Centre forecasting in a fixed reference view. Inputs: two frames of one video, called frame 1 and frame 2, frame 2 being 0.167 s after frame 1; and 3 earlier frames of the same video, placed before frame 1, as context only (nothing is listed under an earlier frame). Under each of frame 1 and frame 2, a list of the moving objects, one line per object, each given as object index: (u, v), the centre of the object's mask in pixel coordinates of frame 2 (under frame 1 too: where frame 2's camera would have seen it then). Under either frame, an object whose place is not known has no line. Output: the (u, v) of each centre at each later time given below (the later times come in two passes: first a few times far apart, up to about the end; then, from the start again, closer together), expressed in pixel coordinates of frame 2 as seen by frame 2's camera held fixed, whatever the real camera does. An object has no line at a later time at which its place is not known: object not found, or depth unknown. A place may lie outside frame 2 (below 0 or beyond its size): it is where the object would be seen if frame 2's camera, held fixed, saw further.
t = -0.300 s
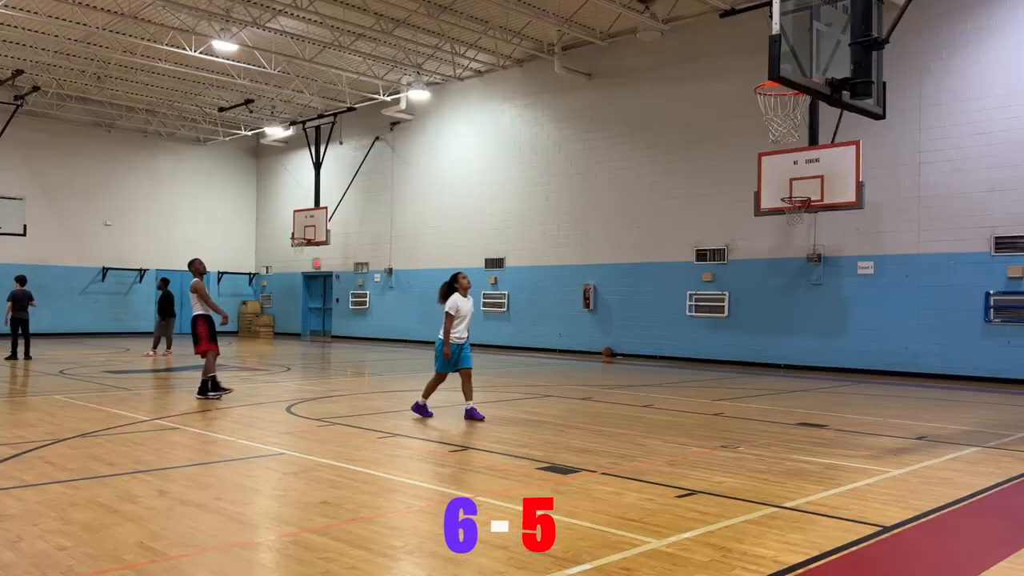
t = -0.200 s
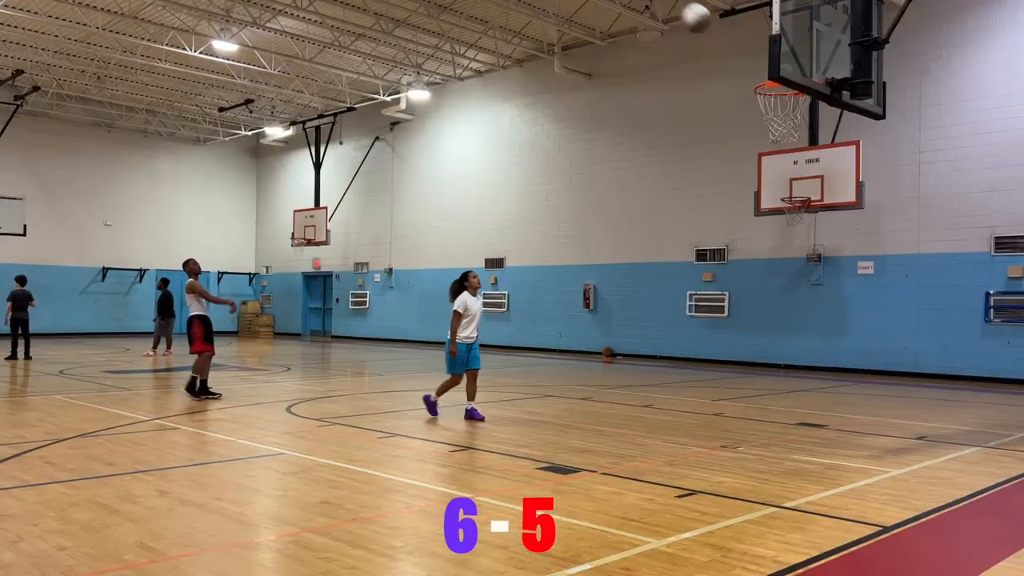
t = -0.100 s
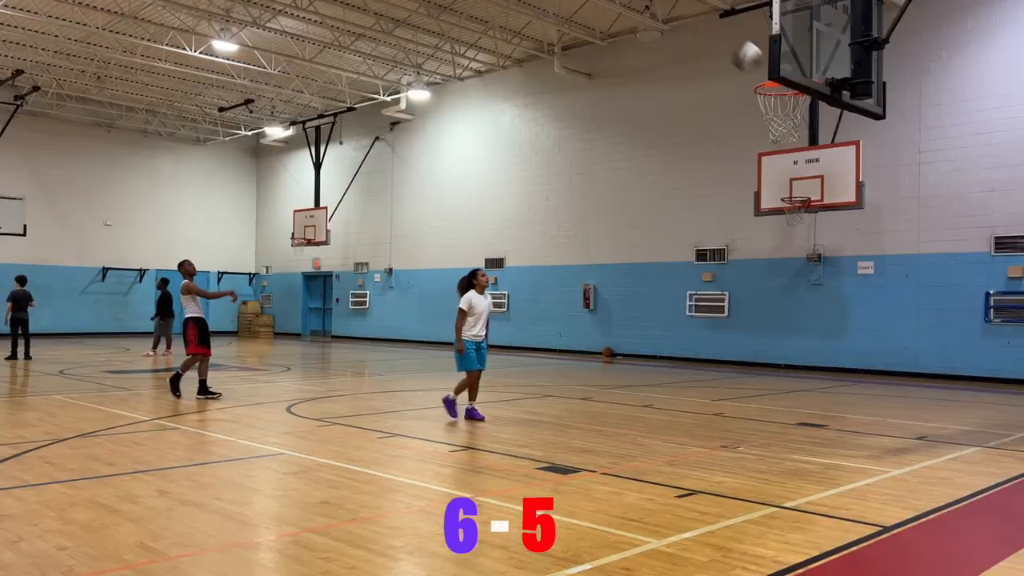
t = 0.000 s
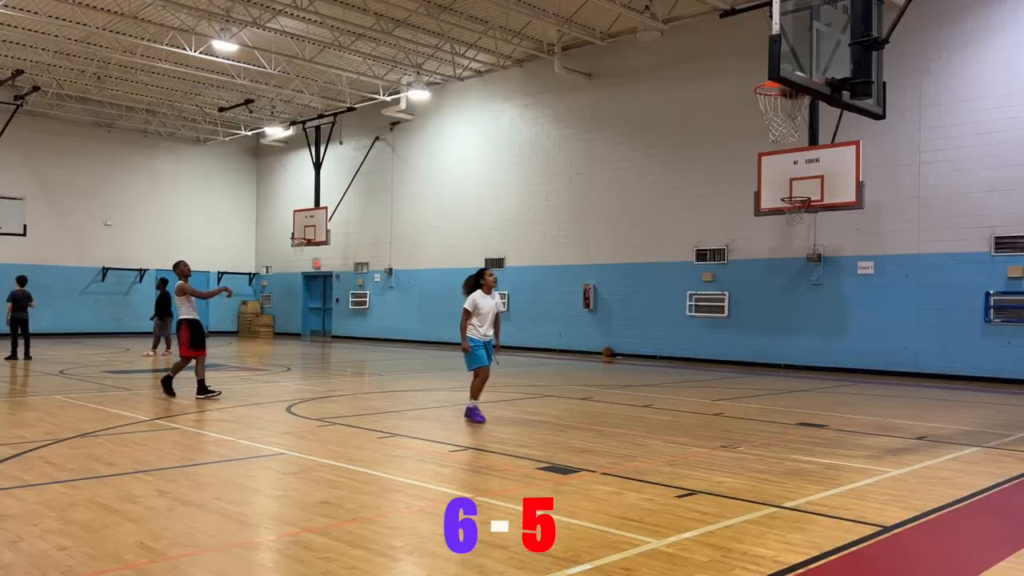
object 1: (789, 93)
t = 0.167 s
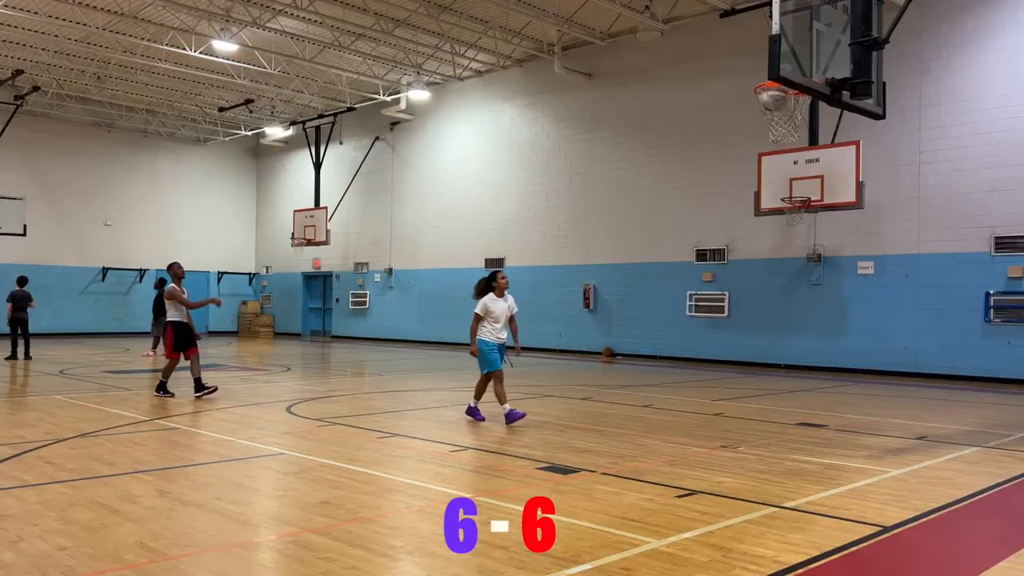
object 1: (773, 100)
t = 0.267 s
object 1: (793, 113)
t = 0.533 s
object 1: (821, 155)
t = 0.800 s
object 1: (846, 283)
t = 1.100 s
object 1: (868, 400)
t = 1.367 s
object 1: (863, 271)
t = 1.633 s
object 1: (859, 230)
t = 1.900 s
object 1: (854, 289)
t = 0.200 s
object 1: (783, 103)
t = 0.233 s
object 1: (788, 106)
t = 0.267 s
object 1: (793, 113)
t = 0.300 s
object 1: (798, 118)
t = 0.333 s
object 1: (803, 120)
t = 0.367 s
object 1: (806, 124)
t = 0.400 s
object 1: (810, 127)
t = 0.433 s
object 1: (813, 131)
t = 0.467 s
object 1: (815, 139)
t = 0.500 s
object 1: (818, 146)
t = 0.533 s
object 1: (821, 155)
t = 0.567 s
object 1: (824, 165)
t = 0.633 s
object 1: (830, 190)
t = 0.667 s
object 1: (833, 206)
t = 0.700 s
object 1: (835, 224)
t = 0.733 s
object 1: (838, 241)
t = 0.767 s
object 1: (842, 260)
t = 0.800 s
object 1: (846, 283)
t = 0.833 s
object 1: (848, 305)
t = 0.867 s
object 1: (852, 328)
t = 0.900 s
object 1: (854, 354)
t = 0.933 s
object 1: (858, 381)
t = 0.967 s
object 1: (862, 410)
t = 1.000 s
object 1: (867, 441)
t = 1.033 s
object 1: (869, 447)
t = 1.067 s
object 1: (868, 422)
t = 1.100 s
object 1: (868, 400)
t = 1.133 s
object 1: (867, 380)
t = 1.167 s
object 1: (865, 360)
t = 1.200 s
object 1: (865, 342)
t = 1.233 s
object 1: (865, 325)
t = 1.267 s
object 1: (864, 310)
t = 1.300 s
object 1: (864, 296)
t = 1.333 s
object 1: (863, 283)
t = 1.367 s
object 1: (863, 271)
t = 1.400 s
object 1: (862, 261)
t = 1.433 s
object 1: (862, 252)
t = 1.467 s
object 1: (861, 244)
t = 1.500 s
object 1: (861, 239)
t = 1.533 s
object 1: (860, 234)
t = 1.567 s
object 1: (860, 232)
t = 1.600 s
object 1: (859, 230)
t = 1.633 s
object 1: (859, 230)
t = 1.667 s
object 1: (858, 232)
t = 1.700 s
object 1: (857, 235)
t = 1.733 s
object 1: (857, 240)
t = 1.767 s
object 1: (857, 246)
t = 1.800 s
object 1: (856, 254)
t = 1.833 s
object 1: (855, 264)
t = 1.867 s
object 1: (855, 275)
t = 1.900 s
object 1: (854, 289)
